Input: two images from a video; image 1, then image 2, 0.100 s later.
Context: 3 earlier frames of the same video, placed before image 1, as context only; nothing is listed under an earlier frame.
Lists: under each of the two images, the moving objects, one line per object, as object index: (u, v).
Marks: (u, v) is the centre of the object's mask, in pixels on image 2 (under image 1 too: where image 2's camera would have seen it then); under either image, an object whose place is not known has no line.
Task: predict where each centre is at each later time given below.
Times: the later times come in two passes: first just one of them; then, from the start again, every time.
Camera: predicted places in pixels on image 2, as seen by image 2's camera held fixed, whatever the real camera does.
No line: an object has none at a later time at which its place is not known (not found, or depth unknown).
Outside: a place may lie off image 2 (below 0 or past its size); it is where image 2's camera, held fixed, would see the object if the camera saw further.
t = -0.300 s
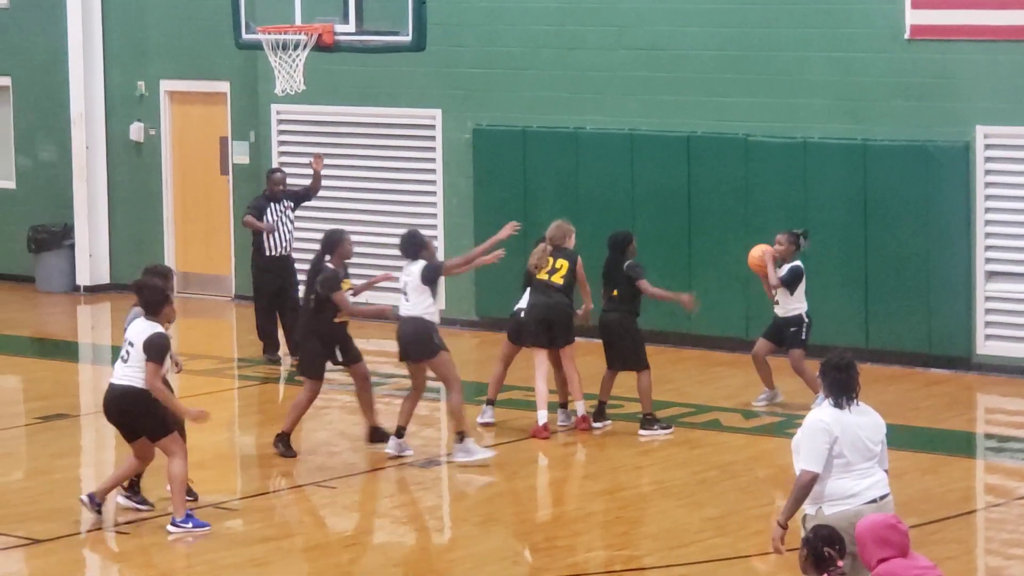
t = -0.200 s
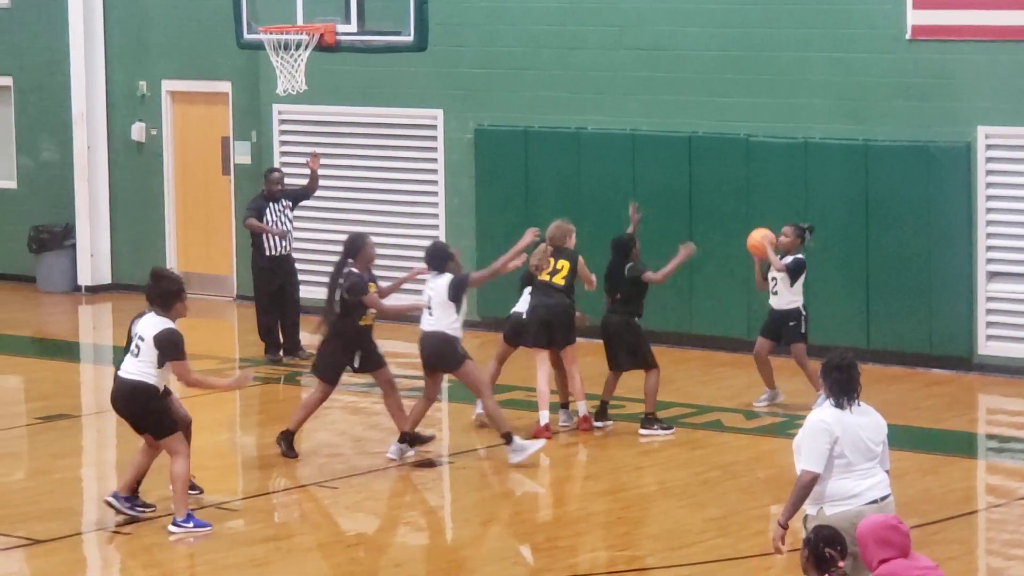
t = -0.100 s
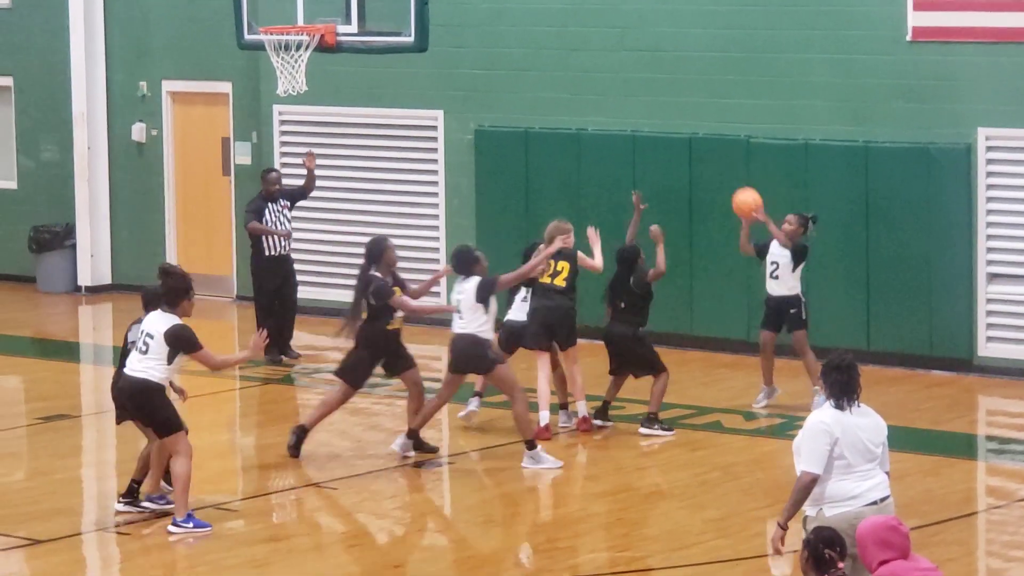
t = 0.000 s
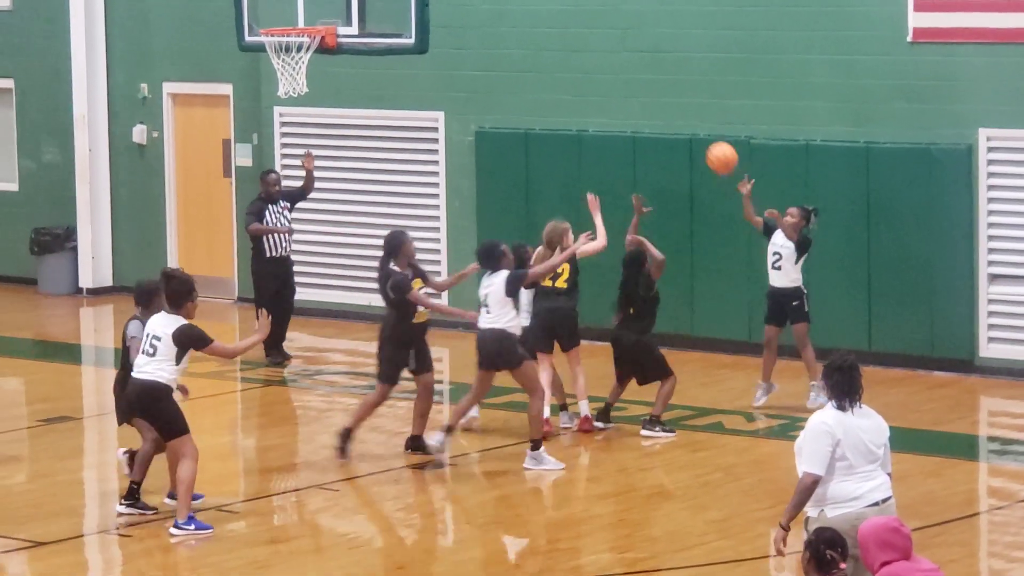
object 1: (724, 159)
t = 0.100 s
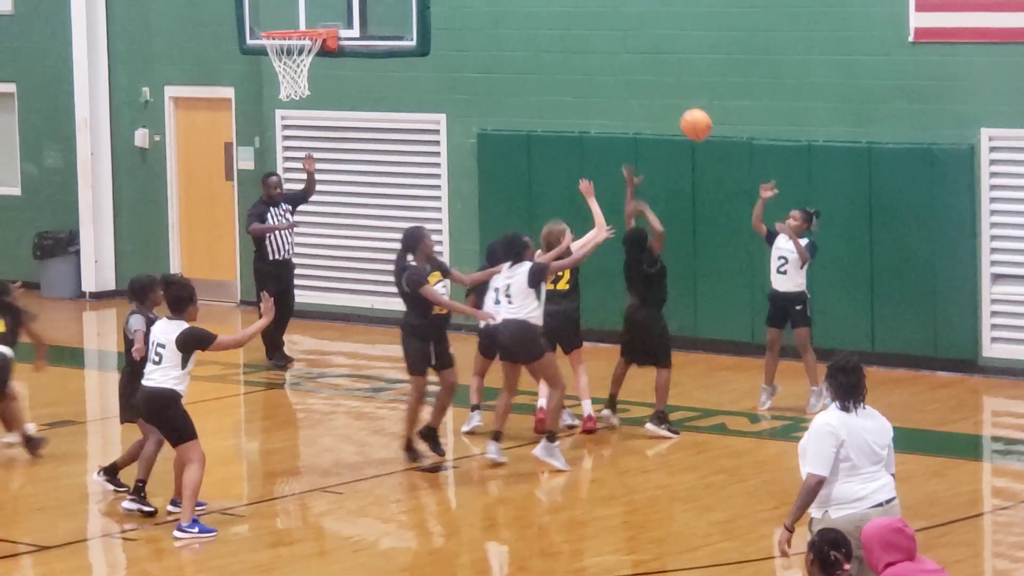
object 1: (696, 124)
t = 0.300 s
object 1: (638, 91)
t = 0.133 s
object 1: (686, 115)
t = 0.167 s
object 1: (677, 107)
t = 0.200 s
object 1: (667, 101)
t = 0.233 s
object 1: (658, 97)
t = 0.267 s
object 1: (648, 93)
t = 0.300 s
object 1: (638, 91)
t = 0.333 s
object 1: (629, 90)
